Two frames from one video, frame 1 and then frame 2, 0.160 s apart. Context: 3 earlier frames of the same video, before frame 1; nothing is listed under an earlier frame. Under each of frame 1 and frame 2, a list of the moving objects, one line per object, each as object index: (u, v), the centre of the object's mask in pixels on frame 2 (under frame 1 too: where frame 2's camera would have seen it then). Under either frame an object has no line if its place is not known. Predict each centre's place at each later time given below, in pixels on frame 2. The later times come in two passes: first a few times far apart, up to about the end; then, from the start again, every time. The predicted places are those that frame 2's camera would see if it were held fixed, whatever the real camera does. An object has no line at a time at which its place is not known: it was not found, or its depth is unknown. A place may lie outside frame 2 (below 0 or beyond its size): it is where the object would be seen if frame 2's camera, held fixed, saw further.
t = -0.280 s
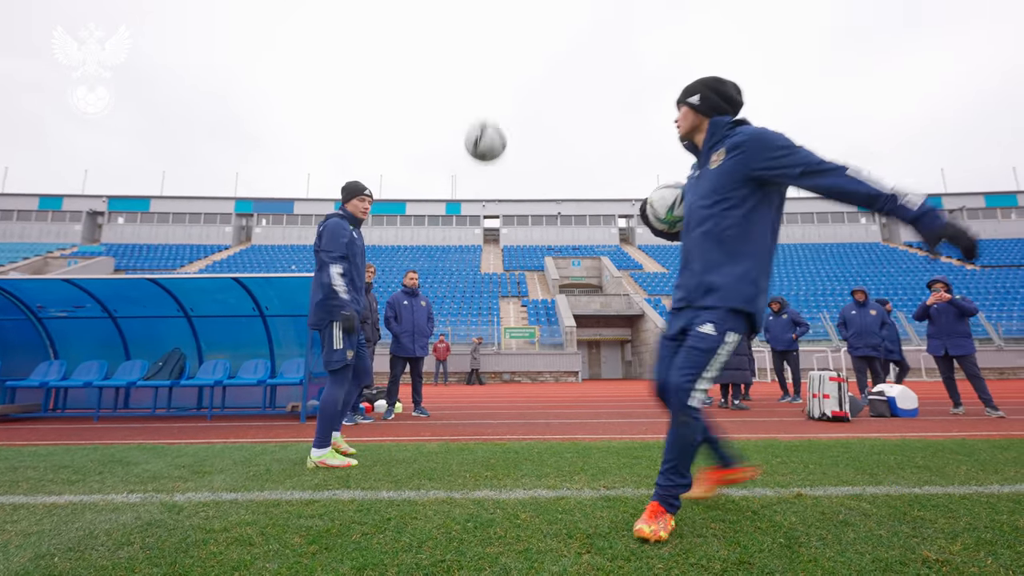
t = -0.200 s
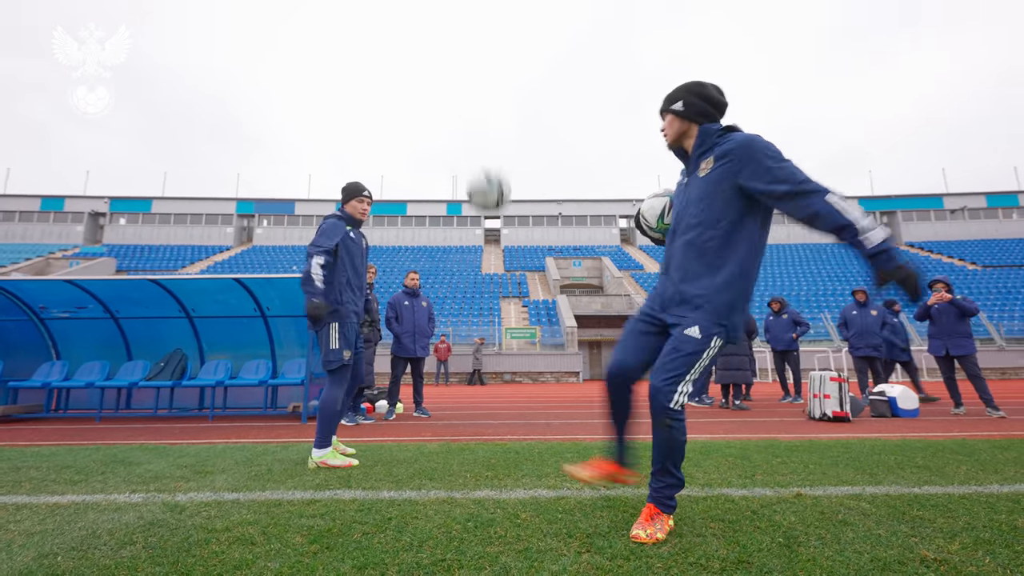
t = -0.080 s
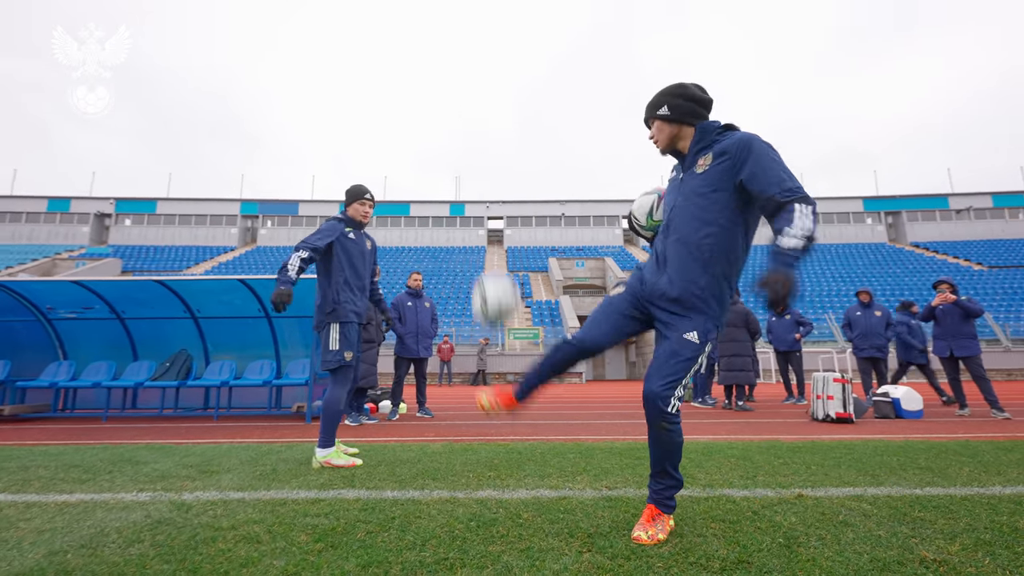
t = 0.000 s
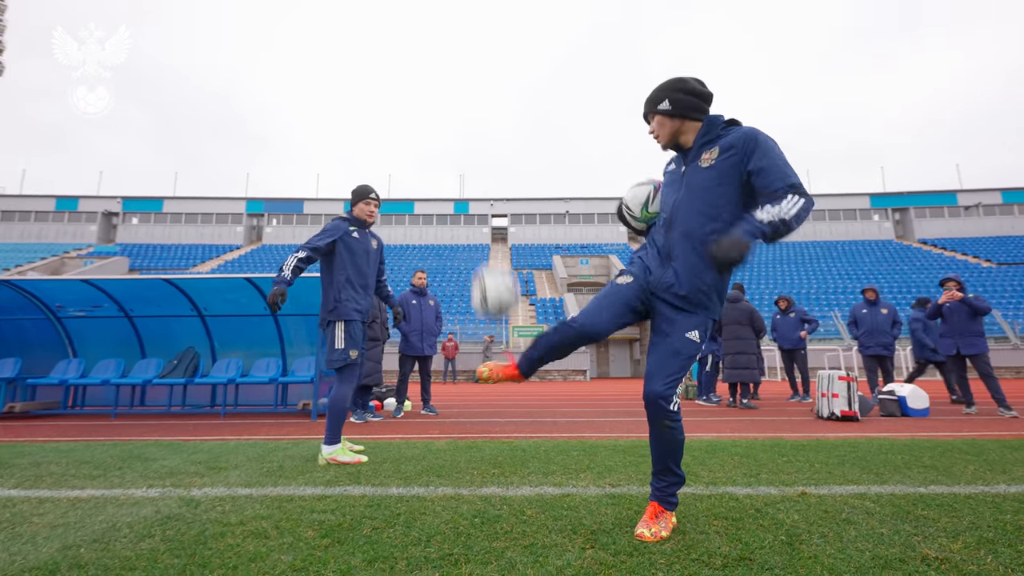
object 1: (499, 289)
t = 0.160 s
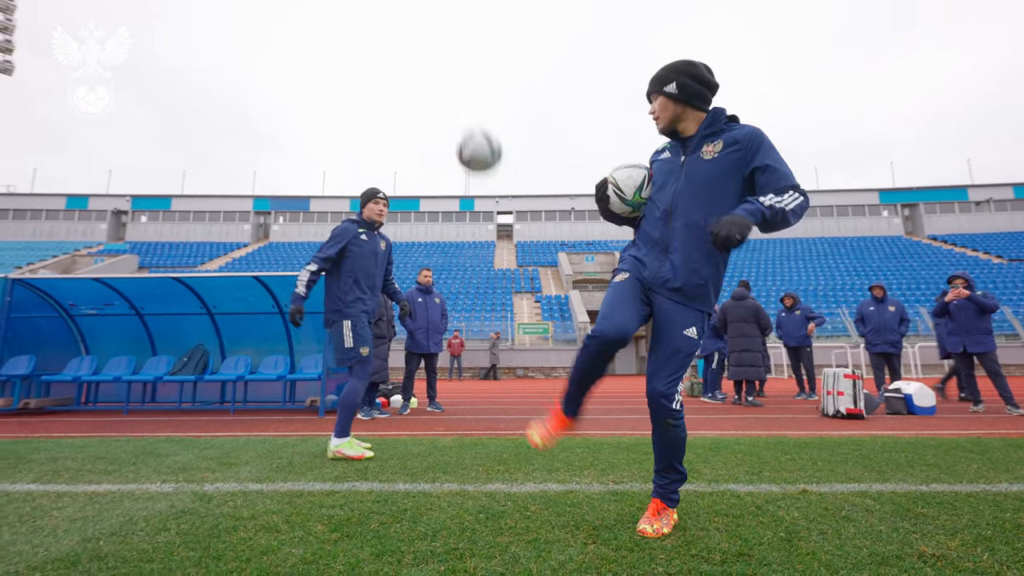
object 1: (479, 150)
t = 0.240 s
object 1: (468, 103)
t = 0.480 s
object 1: (438, 38)
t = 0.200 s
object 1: (474, 126)
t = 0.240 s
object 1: (468, 103)
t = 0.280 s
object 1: (463, 85)
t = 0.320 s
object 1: (458, 70)
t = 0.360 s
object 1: (453, 57)
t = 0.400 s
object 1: (448, 48)
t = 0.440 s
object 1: (443, 42)
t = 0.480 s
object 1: (438, 38)
